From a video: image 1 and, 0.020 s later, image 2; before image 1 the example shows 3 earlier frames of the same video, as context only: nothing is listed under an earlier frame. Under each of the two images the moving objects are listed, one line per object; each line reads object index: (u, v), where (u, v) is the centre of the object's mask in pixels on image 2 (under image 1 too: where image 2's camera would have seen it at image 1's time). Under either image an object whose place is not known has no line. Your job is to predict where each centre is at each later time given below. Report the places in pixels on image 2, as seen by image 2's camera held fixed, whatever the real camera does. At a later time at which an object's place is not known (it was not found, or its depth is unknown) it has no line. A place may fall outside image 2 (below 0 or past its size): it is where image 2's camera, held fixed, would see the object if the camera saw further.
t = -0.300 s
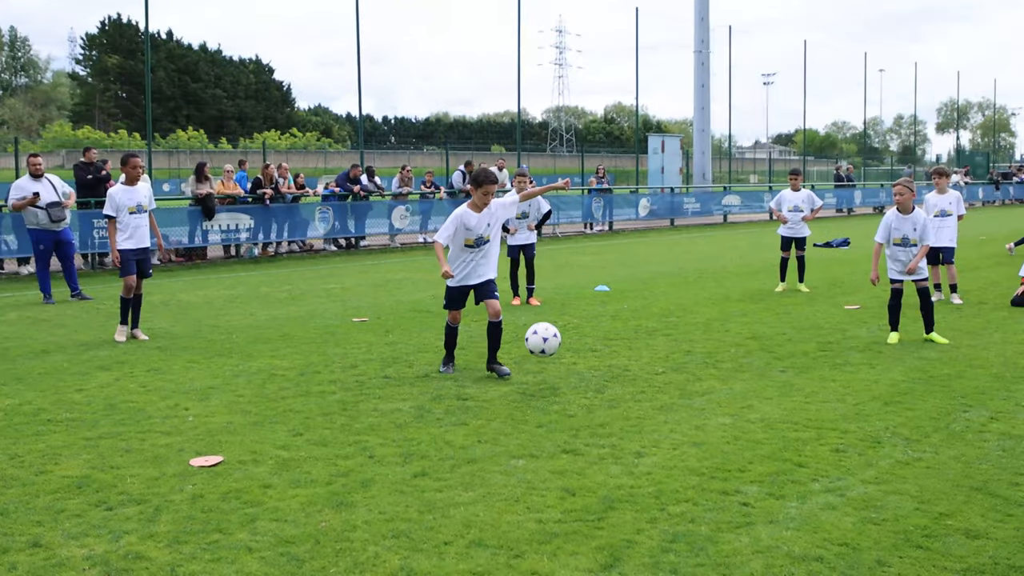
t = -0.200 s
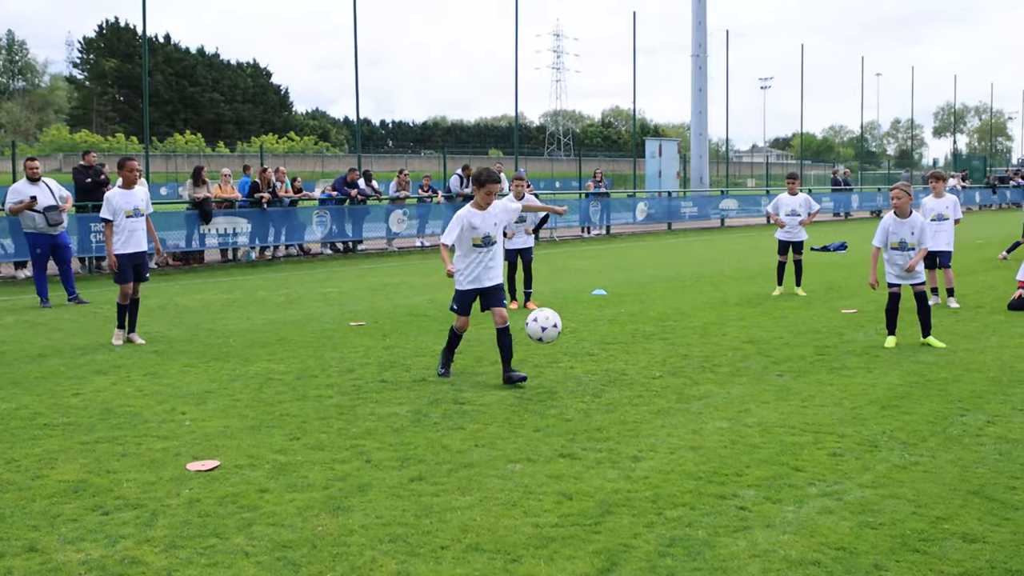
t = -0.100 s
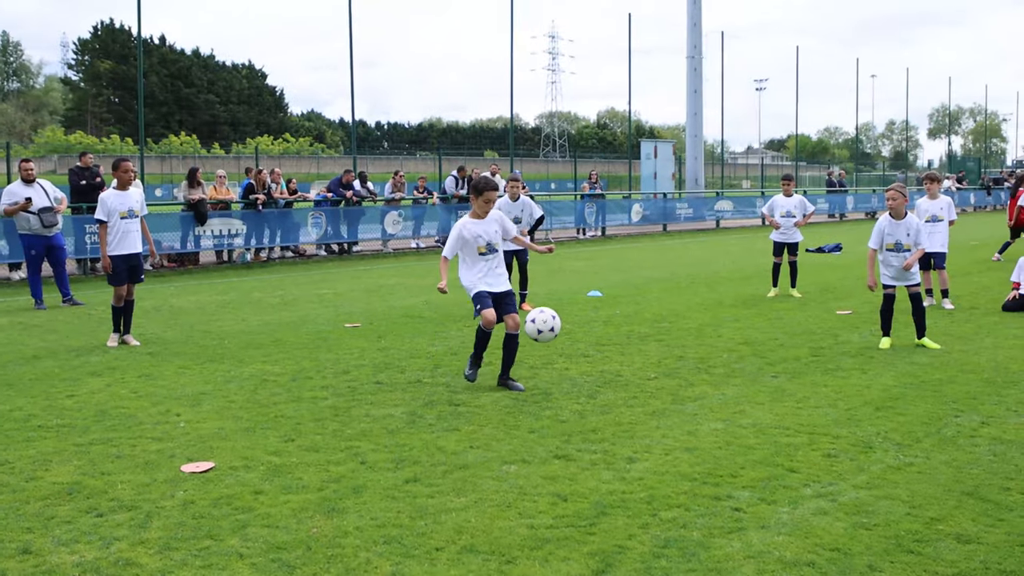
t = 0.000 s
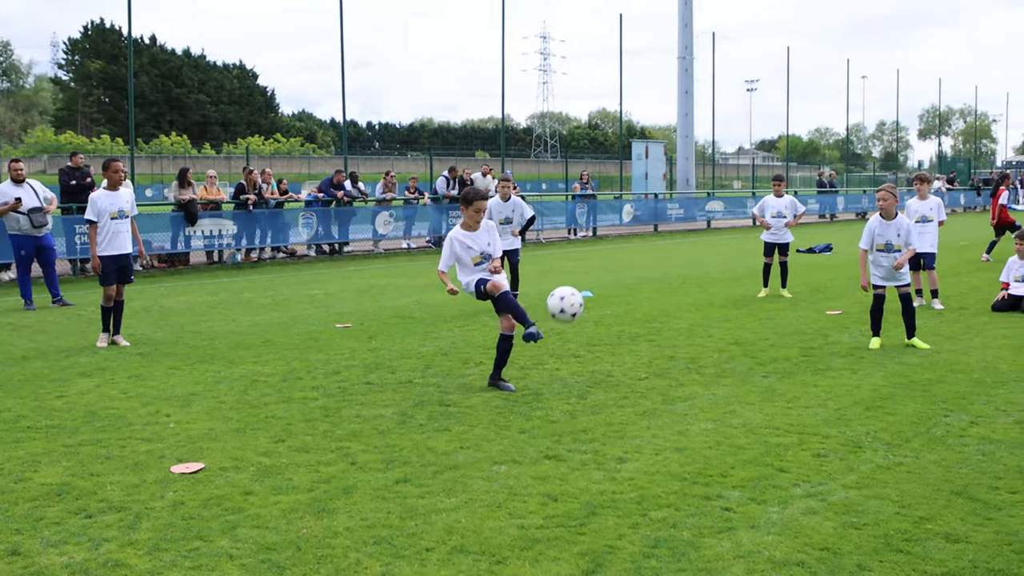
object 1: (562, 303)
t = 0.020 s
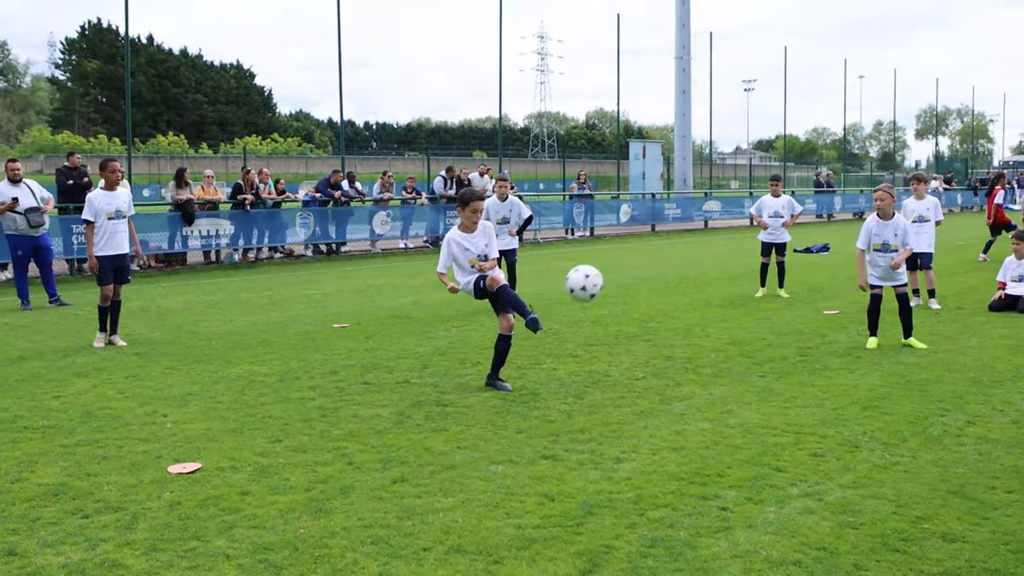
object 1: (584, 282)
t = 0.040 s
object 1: (606, 261)
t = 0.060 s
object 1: (627, 239)
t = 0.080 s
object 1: (649, 217)
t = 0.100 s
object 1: (670, 196)
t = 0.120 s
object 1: (690, 172)
